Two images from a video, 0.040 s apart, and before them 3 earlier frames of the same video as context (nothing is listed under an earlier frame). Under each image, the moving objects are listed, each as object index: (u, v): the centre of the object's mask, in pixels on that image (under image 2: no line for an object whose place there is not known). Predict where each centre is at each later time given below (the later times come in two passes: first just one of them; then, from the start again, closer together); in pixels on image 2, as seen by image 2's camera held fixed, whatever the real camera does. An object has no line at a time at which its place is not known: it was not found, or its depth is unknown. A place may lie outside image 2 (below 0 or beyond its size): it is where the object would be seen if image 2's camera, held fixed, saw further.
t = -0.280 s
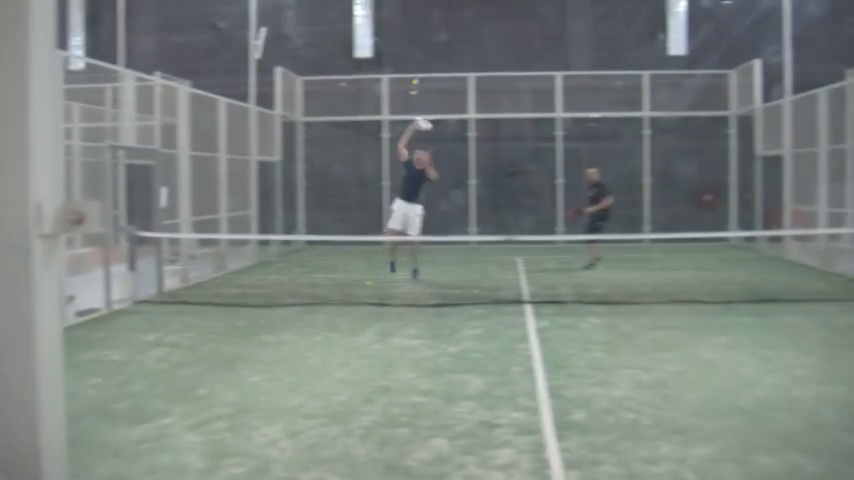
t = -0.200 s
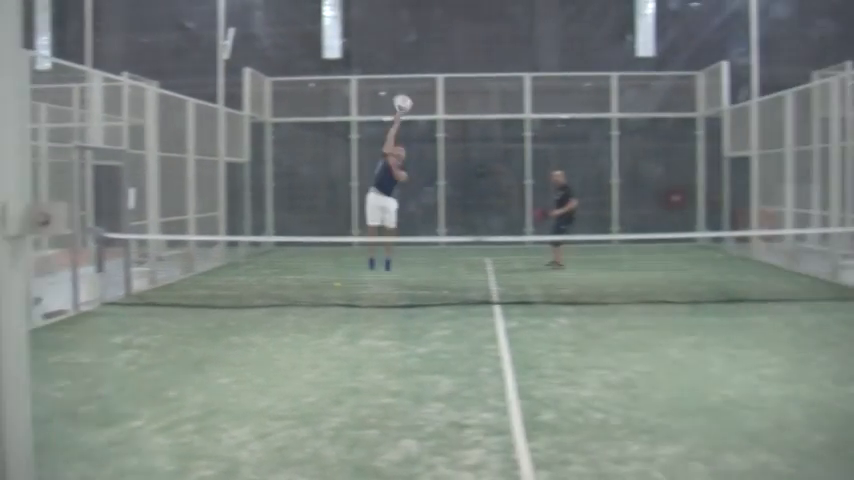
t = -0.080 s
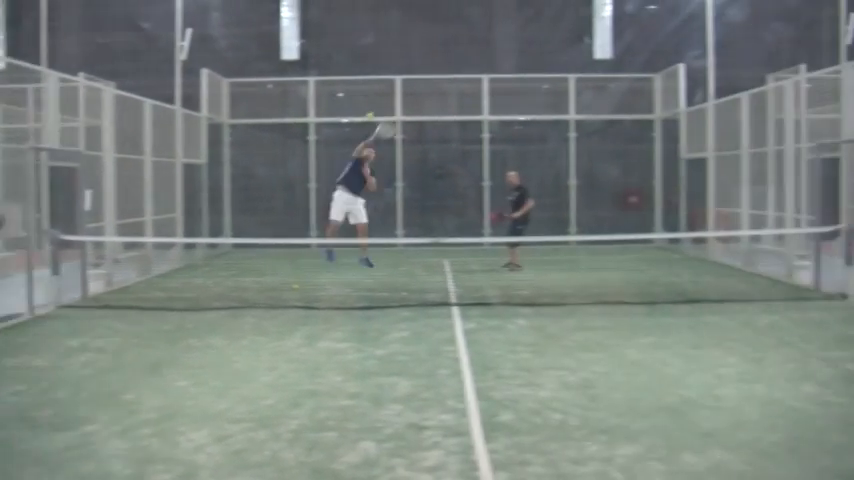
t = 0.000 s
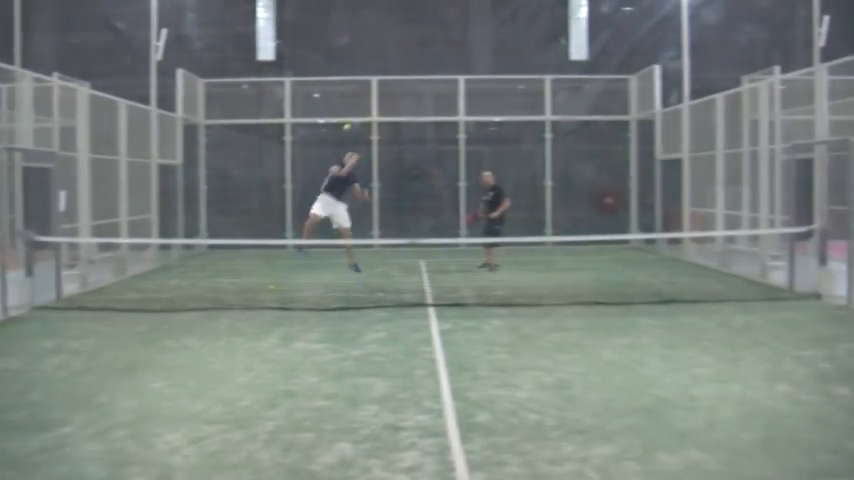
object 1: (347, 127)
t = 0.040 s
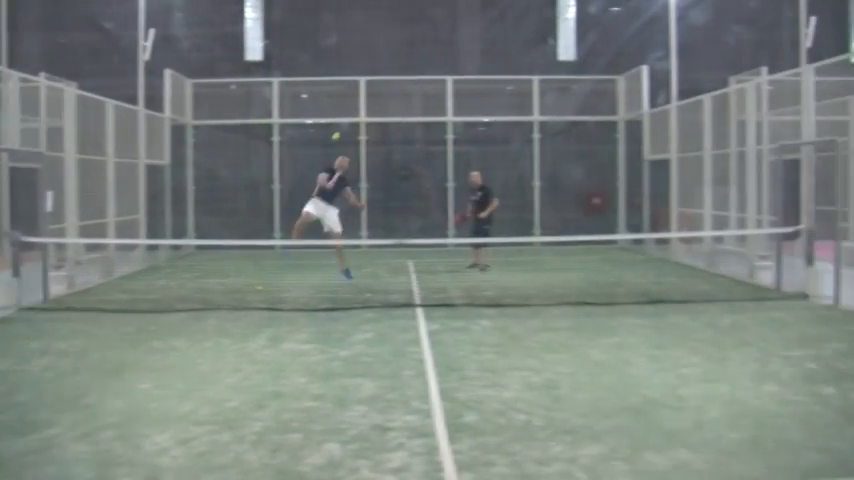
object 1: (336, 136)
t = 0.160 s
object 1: (334, 178)
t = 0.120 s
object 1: (334, 162)
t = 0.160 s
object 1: (334, 178)
